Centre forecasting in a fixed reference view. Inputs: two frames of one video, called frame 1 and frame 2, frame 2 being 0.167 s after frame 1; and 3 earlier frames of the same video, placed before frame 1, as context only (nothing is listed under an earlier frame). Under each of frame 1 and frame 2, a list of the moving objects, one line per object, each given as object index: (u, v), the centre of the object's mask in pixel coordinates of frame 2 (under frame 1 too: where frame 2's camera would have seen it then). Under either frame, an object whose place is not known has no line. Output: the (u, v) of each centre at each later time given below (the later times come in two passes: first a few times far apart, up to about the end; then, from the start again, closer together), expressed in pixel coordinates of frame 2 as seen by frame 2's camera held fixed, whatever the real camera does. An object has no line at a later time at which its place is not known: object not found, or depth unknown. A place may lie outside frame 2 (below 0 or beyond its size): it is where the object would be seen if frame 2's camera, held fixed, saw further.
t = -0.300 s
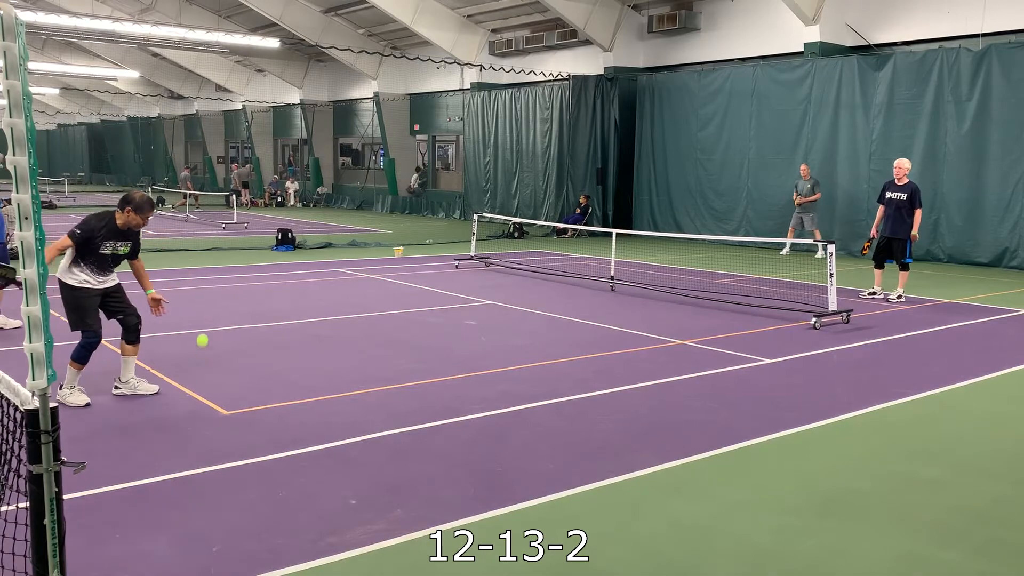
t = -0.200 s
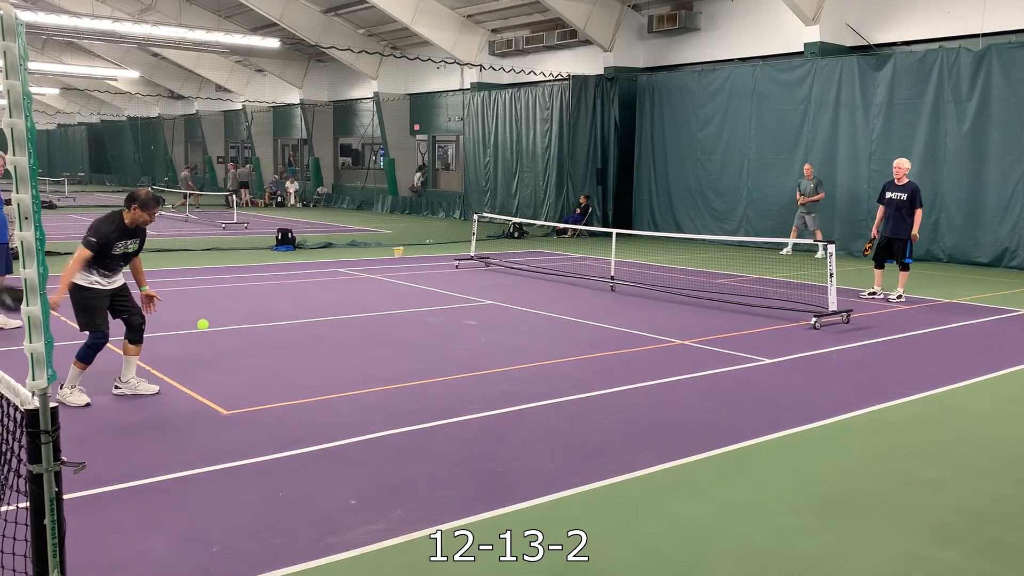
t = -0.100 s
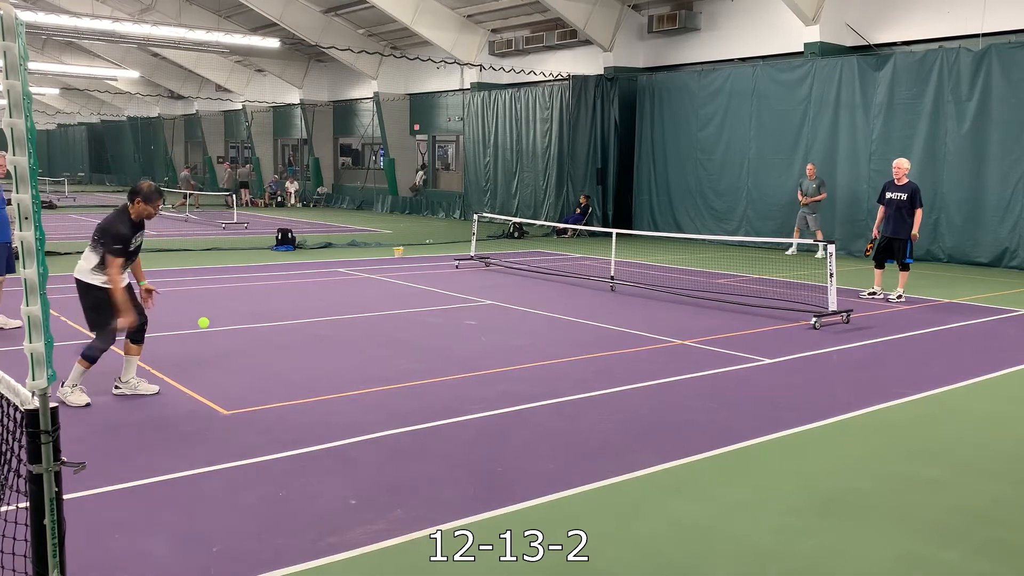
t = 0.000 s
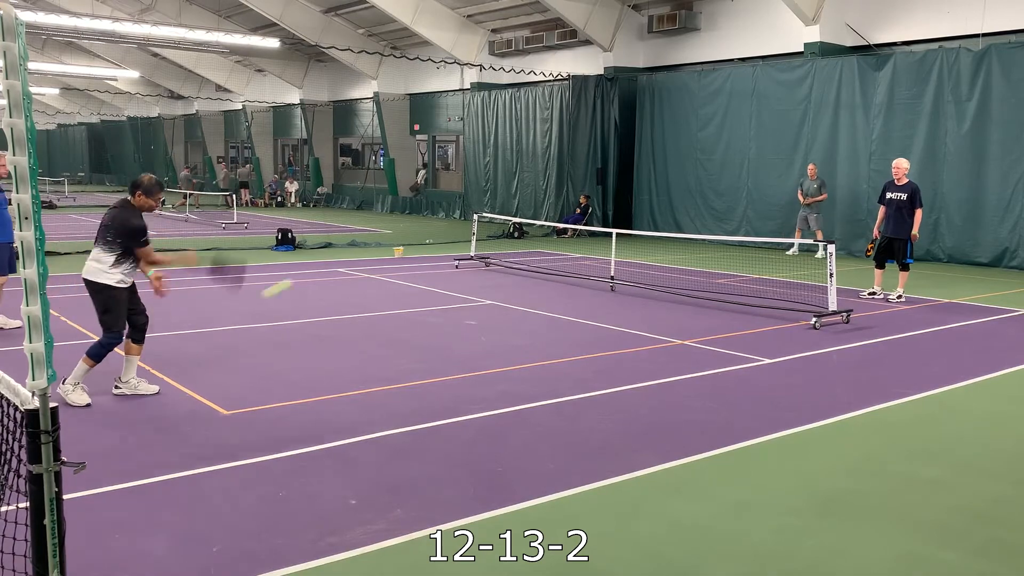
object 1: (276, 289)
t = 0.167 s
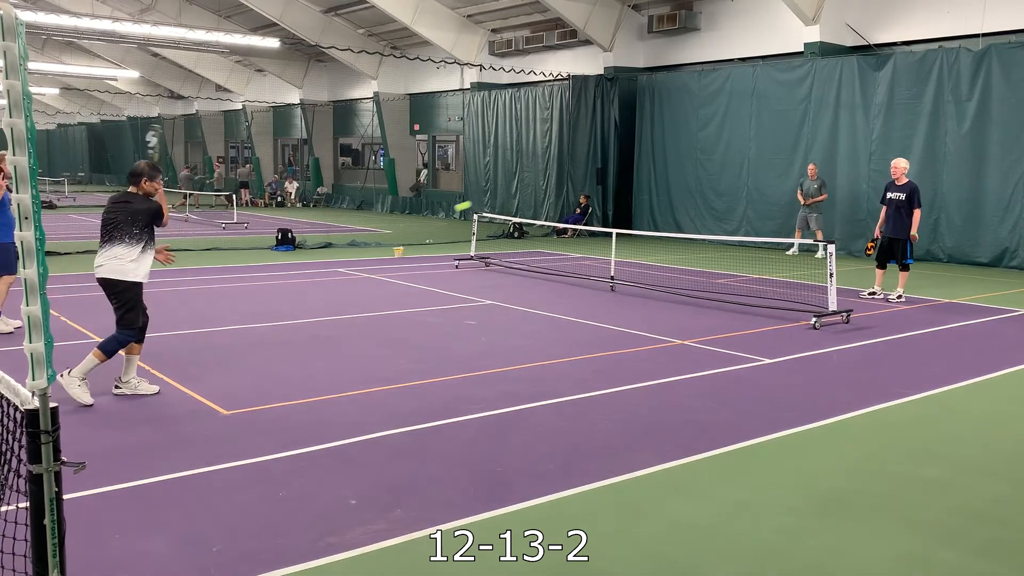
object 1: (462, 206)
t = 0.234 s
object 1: (509, 192)
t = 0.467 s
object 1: (617, 188)
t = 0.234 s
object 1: (509, 192)
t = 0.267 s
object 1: (529, 188)
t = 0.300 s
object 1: (547, 185)
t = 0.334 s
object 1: (564, 184)
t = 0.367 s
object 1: (578, 184)
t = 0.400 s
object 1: (592, 184)
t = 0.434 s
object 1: (605, 185)
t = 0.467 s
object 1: (617, 188)
